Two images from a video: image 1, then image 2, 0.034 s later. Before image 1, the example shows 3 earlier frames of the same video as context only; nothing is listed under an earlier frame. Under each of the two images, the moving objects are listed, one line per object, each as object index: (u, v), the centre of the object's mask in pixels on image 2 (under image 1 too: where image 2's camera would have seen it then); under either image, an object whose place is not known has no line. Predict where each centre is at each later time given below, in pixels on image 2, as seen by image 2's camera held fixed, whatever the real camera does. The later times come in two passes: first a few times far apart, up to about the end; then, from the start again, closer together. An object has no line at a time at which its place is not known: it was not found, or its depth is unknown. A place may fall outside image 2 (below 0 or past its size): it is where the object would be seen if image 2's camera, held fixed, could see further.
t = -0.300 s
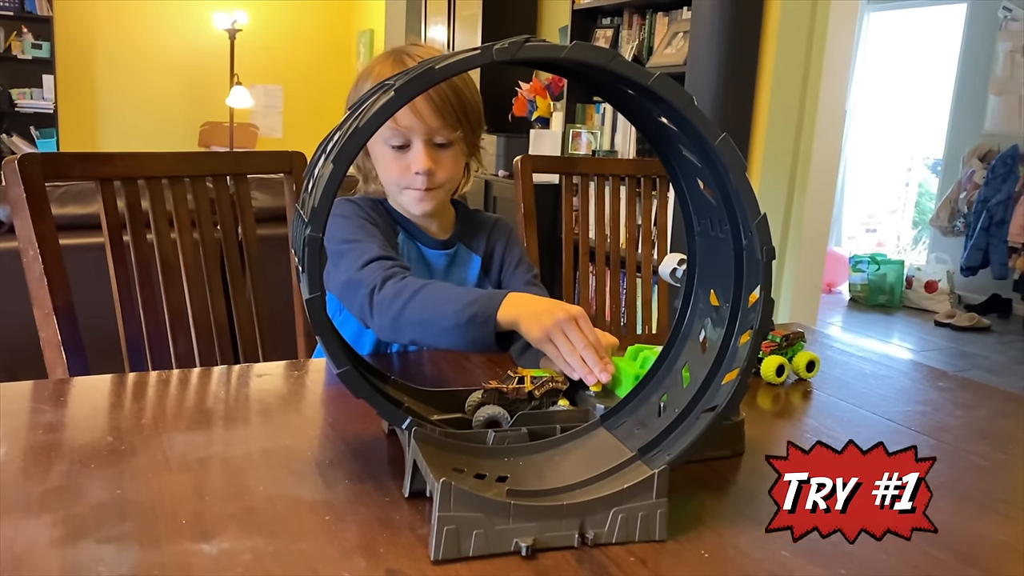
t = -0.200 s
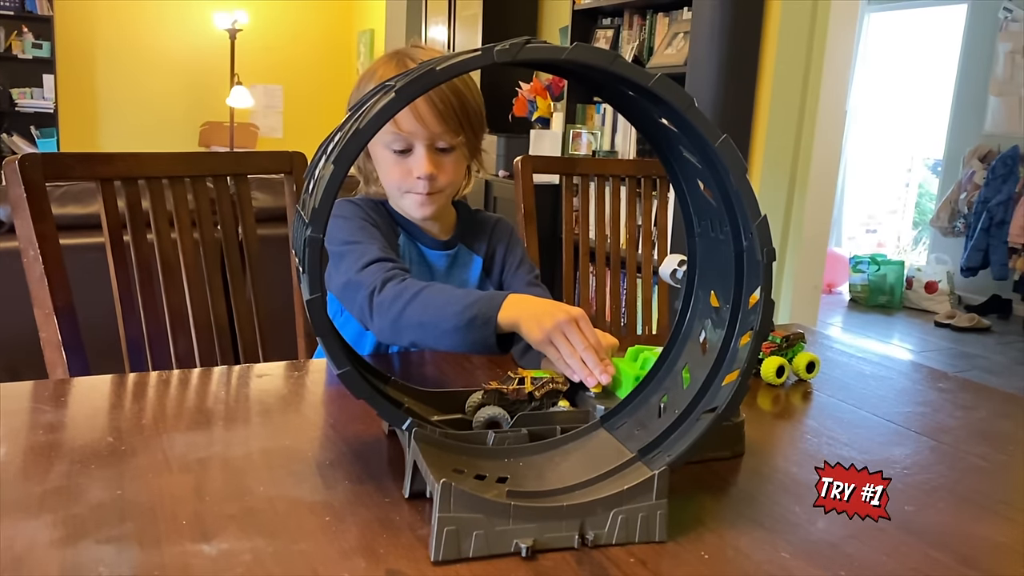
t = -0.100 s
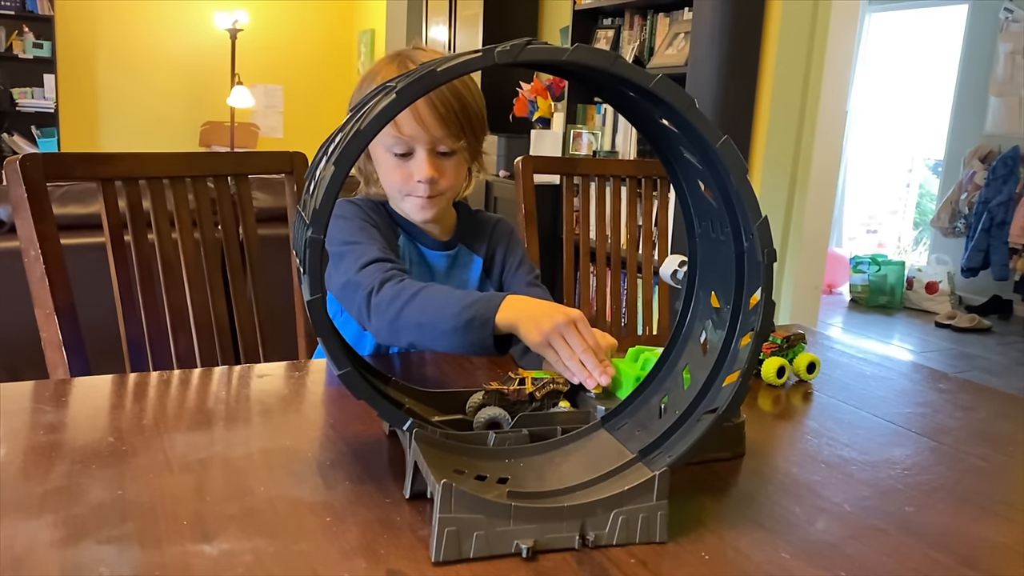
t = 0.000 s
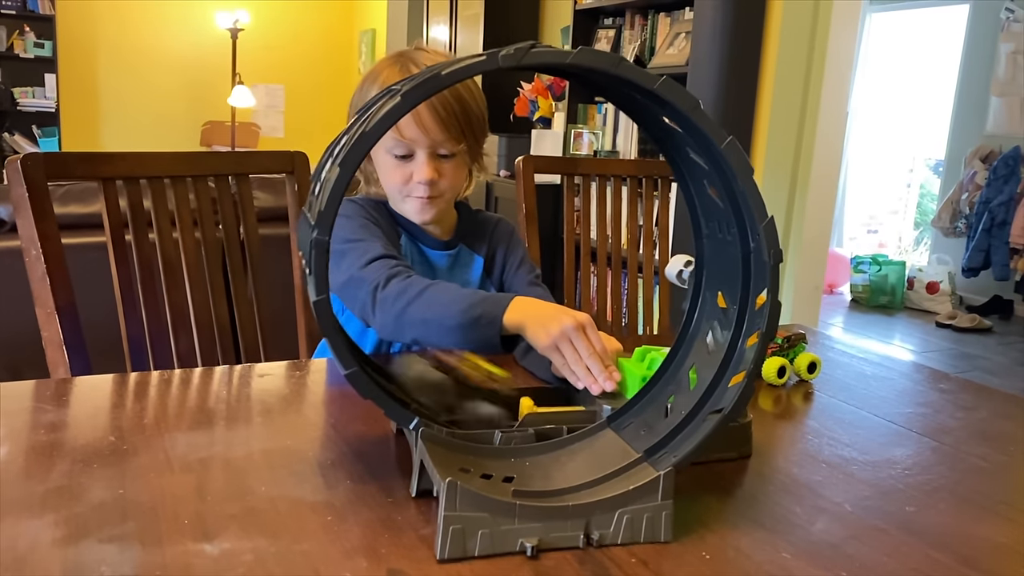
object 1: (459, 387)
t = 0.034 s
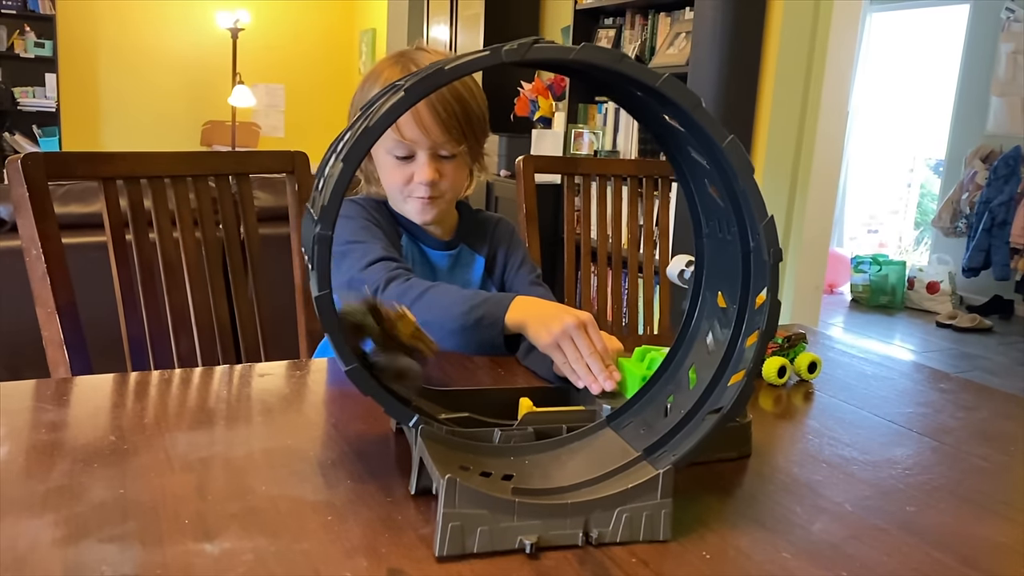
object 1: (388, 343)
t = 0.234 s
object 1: (483, 111)
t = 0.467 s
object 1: (634, 392)
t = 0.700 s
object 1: (359, 413)
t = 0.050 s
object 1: (367, 315)
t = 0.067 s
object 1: (353, 285)
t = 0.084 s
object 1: (348, 256)
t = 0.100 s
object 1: (350, 230)
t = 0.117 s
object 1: (359, 205)
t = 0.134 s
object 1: (373, 183)
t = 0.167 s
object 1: (406, 147)
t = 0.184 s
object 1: (430, 130)
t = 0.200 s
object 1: (453, 121)
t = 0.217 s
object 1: (465, 113)
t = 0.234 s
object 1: (483, 111)
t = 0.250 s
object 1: (499, 115)
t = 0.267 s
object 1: (516, 119)
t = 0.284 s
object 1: (533, 129)
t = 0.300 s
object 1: (549, 140)
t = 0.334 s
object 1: (591, 178)
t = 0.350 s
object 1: (606, 201)
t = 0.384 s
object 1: (638, 254)
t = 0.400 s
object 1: (654, 288)
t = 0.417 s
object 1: (666, 318)
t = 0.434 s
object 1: (666, 345)
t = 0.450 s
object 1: (652, 371)
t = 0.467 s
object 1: (634, 392)
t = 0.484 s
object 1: (615, 410)
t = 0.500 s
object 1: (590, 426)
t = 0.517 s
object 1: (564, 442)
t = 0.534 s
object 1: (538, 452)
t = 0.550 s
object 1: (512, 451)
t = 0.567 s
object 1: (489, 443)
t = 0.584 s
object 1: (468, 433)
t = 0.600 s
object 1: (453, 424)
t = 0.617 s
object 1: (437, 414)
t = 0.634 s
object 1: (421, 408)
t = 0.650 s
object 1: (406, 404)
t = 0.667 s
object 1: (390, 404)
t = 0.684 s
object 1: (374, 407)
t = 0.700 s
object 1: (359, 413)
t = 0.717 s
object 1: (344, 424)
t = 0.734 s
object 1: (327, 437)
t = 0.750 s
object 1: (309, 454)
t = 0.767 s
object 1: (294, 476)
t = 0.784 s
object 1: (278, 490)
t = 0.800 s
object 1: (263, 489)
